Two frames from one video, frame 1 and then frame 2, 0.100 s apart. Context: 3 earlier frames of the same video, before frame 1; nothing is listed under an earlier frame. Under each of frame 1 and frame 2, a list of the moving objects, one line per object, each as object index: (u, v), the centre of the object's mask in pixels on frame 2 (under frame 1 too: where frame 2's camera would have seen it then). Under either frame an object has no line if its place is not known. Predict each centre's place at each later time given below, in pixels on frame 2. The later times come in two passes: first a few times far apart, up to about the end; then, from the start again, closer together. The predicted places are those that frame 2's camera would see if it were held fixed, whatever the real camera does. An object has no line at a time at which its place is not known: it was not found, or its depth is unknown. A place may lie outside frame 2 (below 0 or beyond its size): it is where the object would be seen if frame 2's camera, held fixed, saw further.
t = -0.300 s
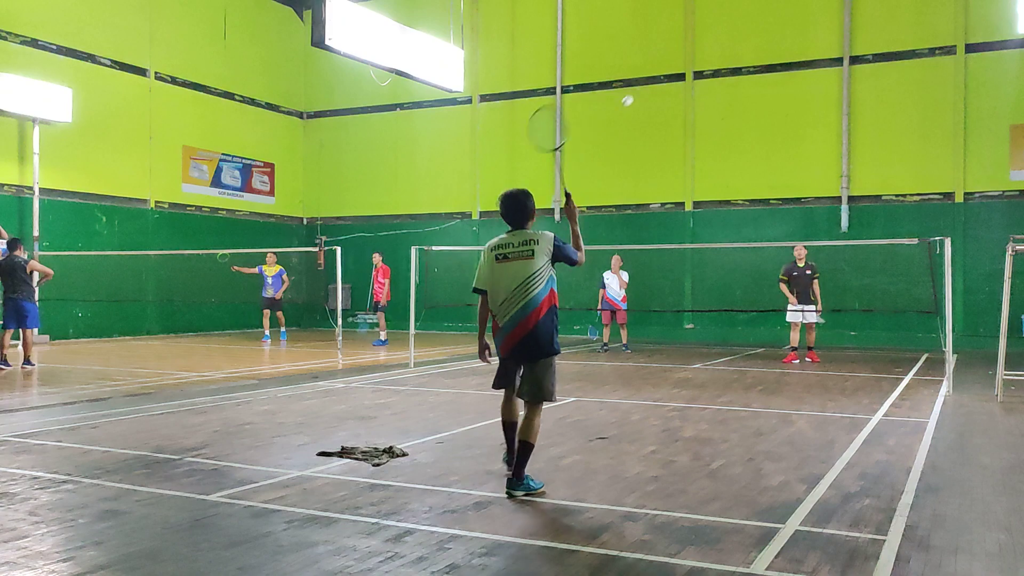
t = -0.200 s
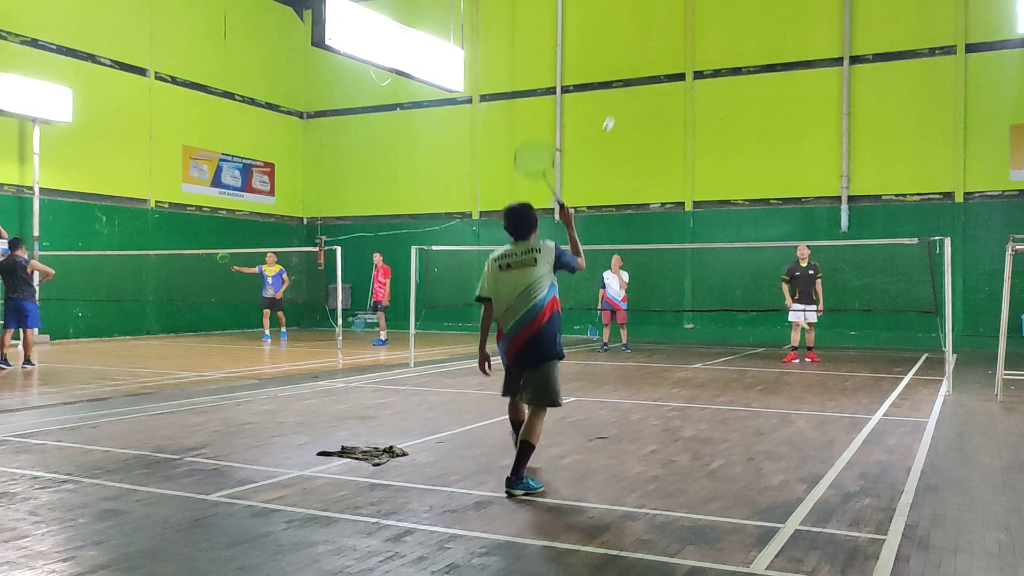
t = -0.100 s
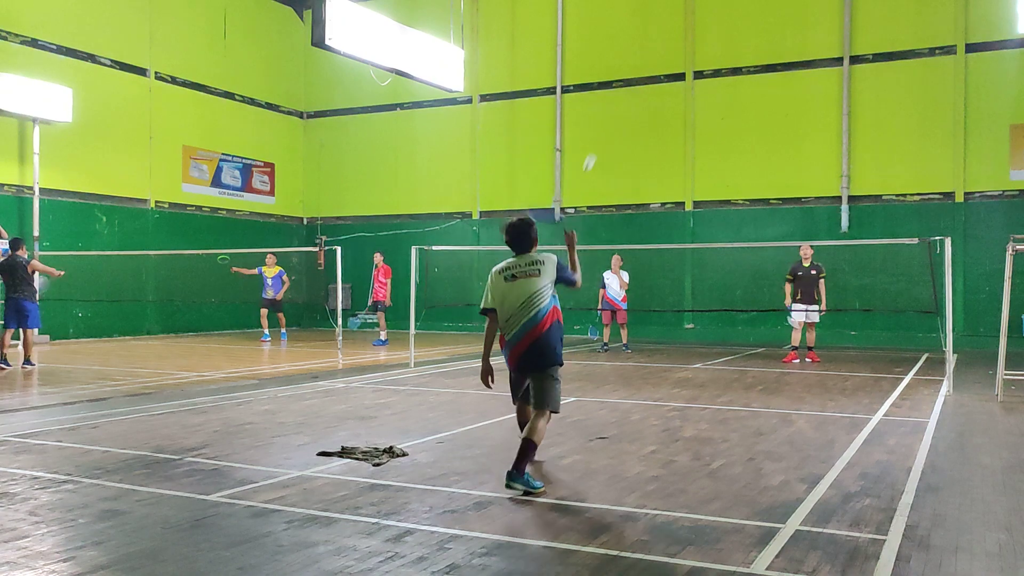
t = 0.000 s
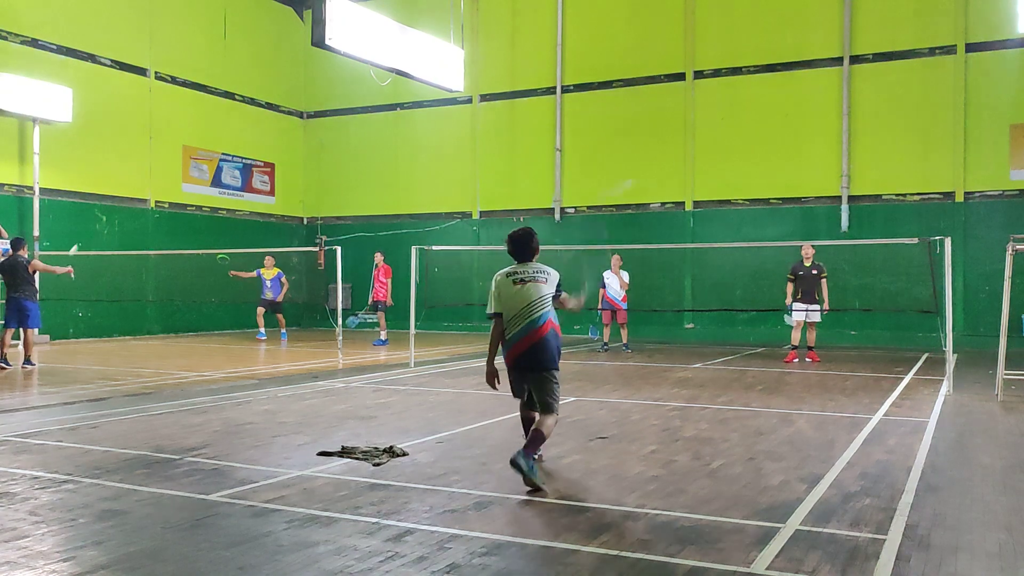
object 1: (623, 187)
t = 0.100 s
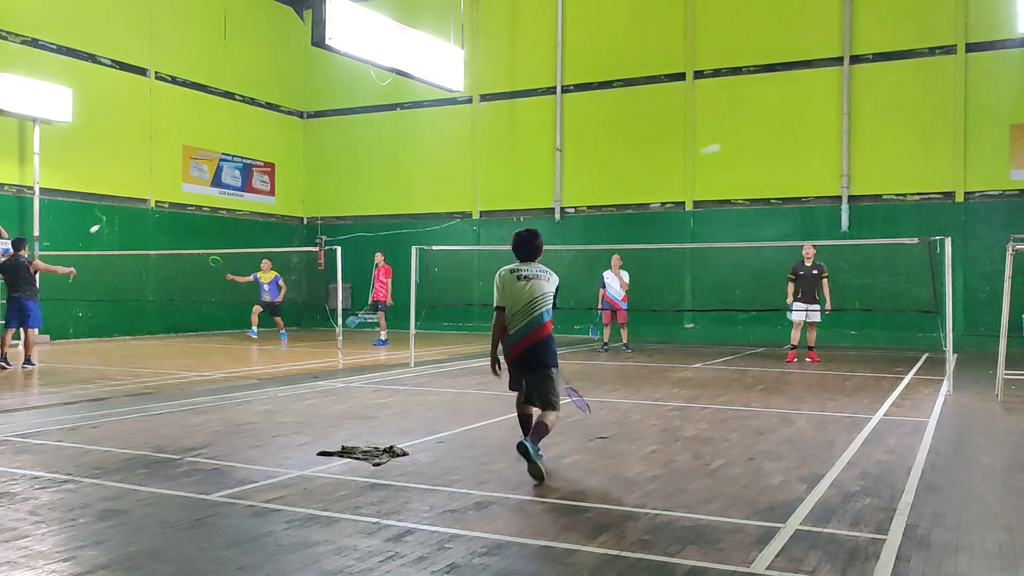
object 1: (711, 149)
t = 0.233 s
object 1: (771, 138)
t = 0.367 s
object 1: (805, 146)
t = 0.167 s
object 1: (746, 140)
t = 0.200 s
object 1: (759, 139)
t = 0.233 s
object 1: (771, 138)
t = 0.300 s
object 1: (790, 140)
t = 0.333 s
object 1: (798, 142)
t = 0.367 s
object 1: (805, 146)
